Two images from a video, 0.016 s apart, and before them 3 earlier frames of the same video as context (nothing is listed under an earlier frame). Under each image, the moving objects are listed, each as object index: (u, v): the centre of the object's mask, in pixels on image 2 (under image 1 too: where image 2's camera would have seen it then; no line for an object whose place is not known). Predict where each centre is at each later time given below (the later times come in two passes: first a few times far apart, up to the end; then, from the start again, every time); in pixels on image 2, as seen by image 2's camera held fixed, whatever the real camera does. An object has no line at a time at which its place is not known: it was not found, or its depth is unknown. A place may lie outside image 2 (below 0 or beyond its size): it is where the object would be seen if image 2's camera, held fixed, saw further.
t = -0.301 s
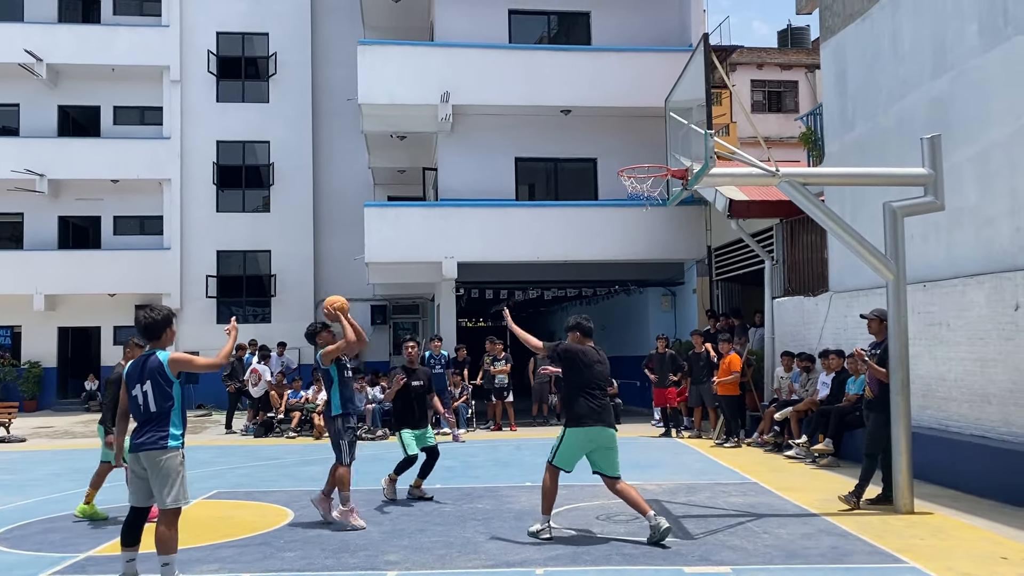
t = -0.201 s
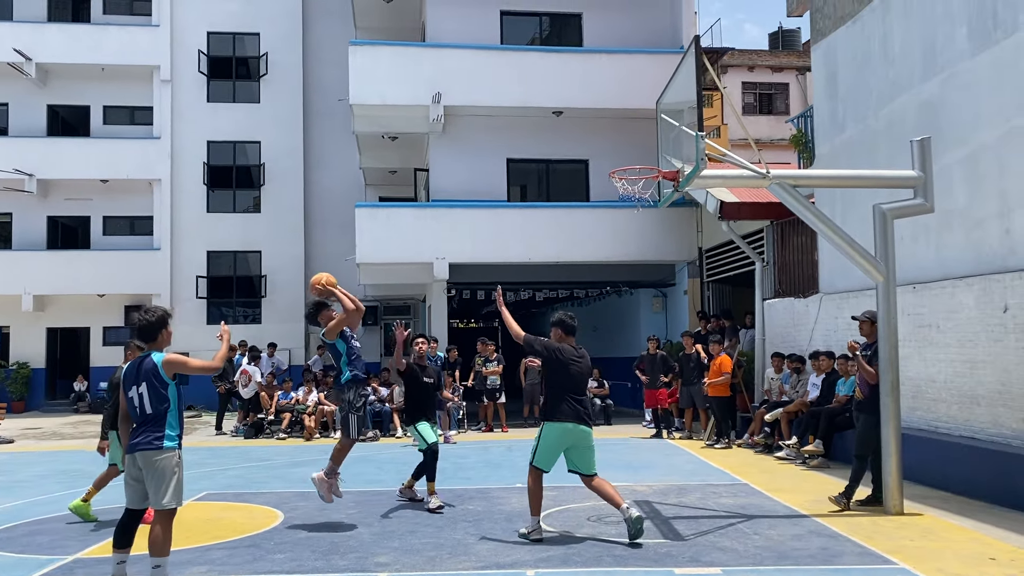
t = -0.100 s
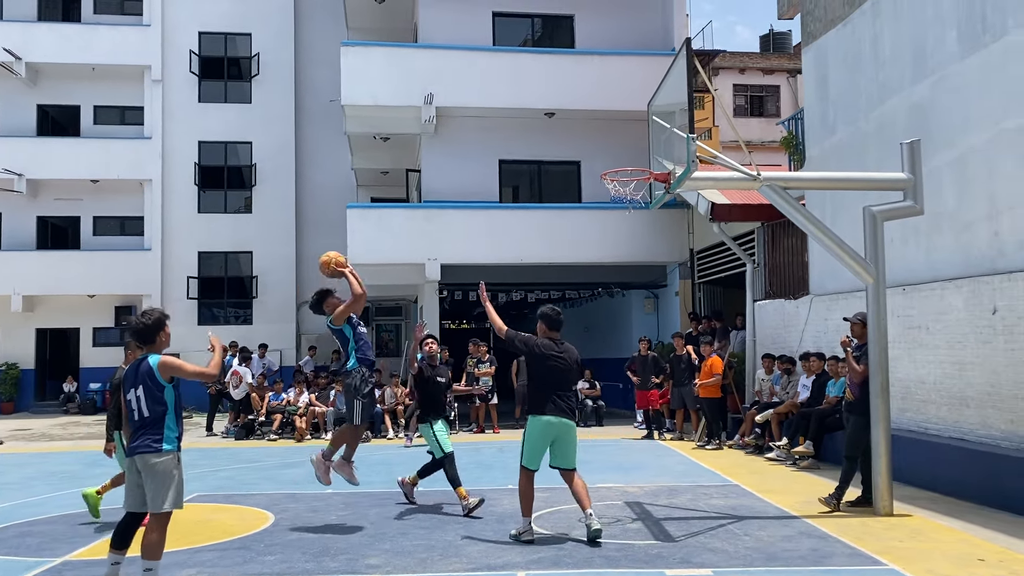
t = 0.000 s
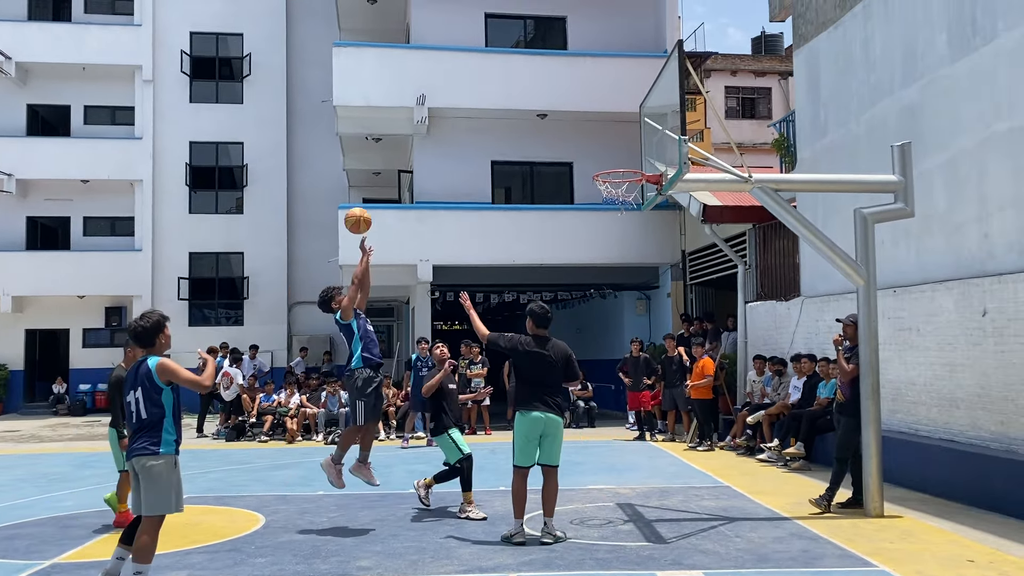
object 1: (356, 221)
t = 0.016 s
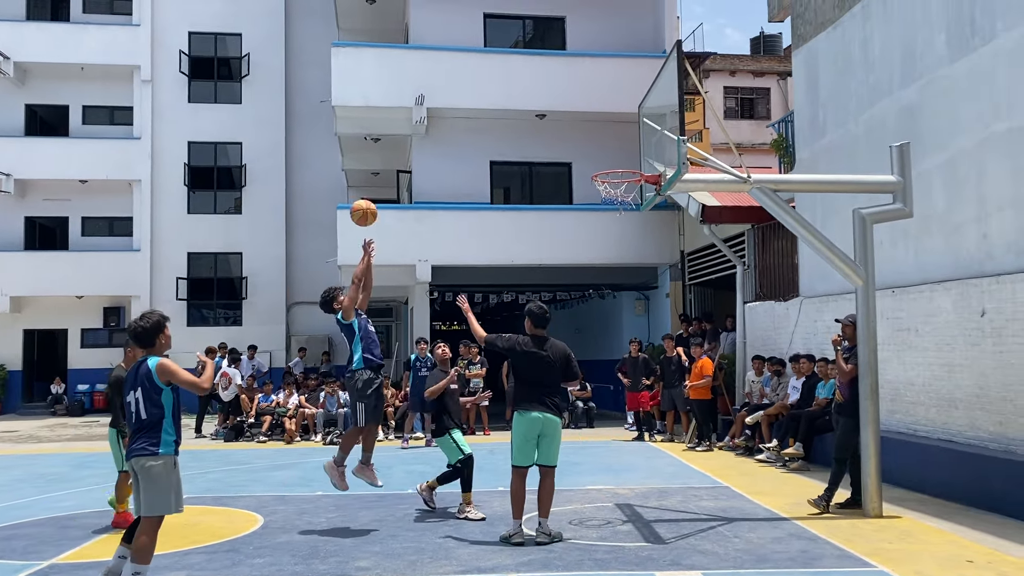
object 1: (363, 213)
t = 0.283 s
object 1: (474, 130)
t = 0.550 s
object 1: (583, 125)
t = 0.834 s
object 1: (624, 141)
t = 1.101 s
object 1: (567, 142)
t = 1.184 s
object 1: (550, 160)
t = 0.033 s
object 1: (370, 205)
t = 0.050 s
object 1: (377, 198)
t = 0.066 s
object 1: (384, 191)
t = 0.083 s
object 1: (392, 184)
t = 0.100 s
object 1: (398, 178)
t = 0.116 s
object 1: (405, 172)
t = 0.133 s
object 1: (412, 166)
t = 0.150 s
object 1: (419, 161)
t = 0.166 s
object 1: (426, 156)
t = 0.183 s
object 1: (433, 151)
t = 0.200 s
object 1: (440, 147)
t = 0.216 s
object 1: (446, 143)
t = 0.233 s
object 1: (454, 139)
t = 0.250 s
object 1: (460, 136)
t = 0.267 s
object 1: (467, 132)
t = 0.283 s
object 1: (474, 130)
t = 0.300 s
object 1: (481, 127)
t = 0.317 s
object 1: (488, 125)
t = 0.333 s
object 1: (495, 123)
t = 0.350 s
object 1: (502, 121)
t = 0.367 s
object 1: (508, 120)
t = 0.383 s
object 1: (515, 119)
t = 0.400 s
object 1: (522, 118)
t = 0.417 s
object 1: (529, 118)
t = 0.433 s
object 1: (536, 118)
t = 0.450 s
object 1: (543, 118)
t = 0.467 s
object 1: (550, 118)
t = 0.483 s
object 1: (556, 119)
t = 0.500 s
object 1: (563, 120)
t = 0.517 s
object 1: (569, 121)
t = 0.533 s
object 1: (576, 123)
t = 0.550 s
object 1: (583, 125)
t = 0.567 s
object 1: (590, 128)
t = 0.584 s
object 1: (597, 130)
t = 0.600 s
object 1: (603, 133)
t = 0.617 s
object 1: (610, 136)
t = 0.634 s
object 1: (617, 139)
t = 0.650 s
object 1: (624, 143)
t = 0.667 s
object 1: (630, 147)
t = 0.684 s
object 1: (637, 151)
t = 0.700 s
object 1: (644, 156)
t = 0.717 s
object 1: (648, 161)
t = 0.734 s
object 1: (644, 160)
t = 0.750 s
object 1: (641, 156)
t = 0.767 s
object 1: (637, 152)
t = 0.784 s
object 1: (634, 149)
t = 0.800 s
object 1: (630, 146)
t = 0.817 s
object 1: (627, 144)
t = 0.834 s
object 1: (624, 141)
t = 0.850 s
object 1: (620, 139)
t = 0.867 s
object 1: (617, 137)
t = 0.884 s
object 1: (613, 135)
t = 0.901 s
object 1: (610, 134)
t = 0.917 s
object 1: (606, 133)
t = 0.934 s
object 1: (603, 132)
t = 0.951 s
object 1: (599, 132)
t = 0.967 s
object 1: (596, 132)
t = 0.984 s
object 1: (592, 132)
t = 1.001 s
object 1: (588, 132)
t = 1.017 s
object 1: (585, 133)
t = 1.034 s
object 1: (581, 135)
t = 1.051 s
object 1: (578, 136)
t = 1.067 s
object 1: (574, 138)
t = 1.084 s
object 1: (571, 140)
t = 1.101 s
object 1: (567, 142)
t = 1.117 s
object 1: (564, 145)
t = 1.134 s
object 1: (560, 148)
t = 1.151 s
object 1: (557, 152)
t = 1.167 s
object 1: (553, 155)
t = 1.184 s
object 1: (550, 160)
